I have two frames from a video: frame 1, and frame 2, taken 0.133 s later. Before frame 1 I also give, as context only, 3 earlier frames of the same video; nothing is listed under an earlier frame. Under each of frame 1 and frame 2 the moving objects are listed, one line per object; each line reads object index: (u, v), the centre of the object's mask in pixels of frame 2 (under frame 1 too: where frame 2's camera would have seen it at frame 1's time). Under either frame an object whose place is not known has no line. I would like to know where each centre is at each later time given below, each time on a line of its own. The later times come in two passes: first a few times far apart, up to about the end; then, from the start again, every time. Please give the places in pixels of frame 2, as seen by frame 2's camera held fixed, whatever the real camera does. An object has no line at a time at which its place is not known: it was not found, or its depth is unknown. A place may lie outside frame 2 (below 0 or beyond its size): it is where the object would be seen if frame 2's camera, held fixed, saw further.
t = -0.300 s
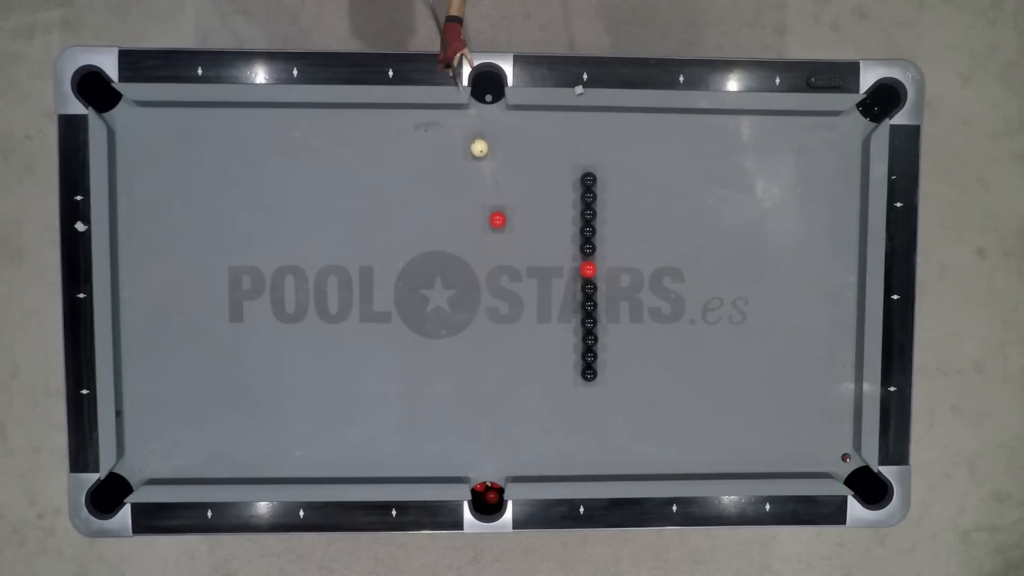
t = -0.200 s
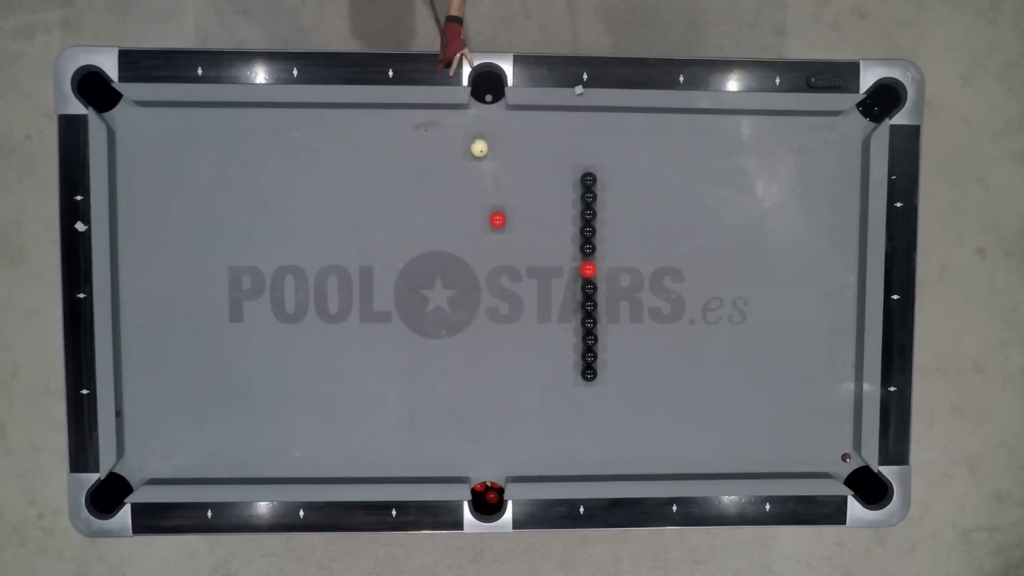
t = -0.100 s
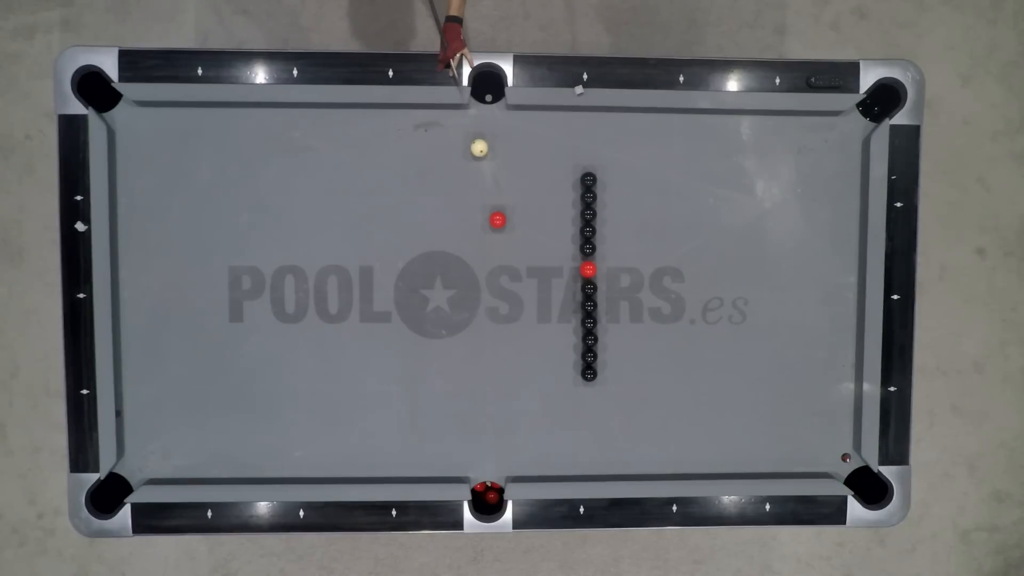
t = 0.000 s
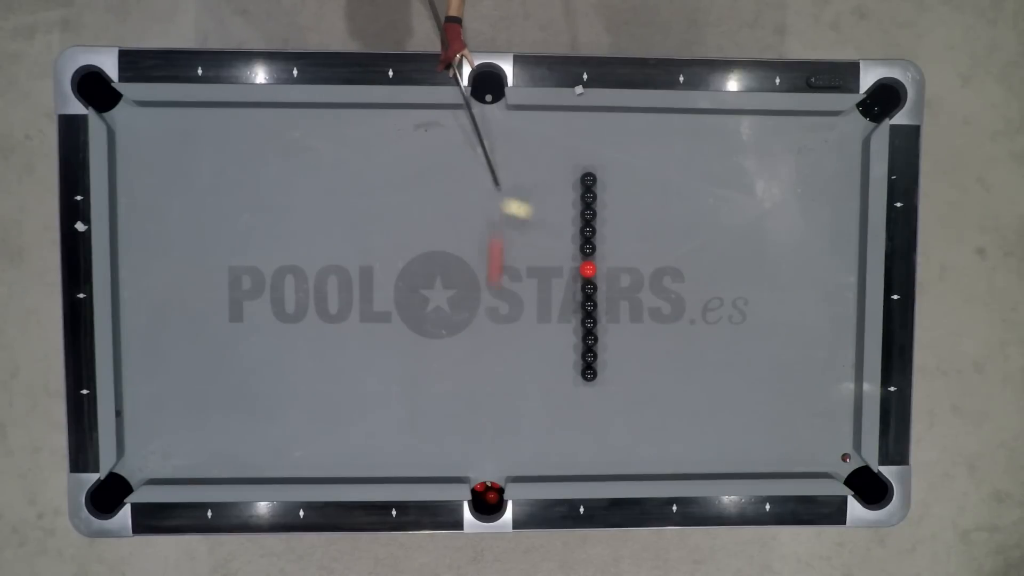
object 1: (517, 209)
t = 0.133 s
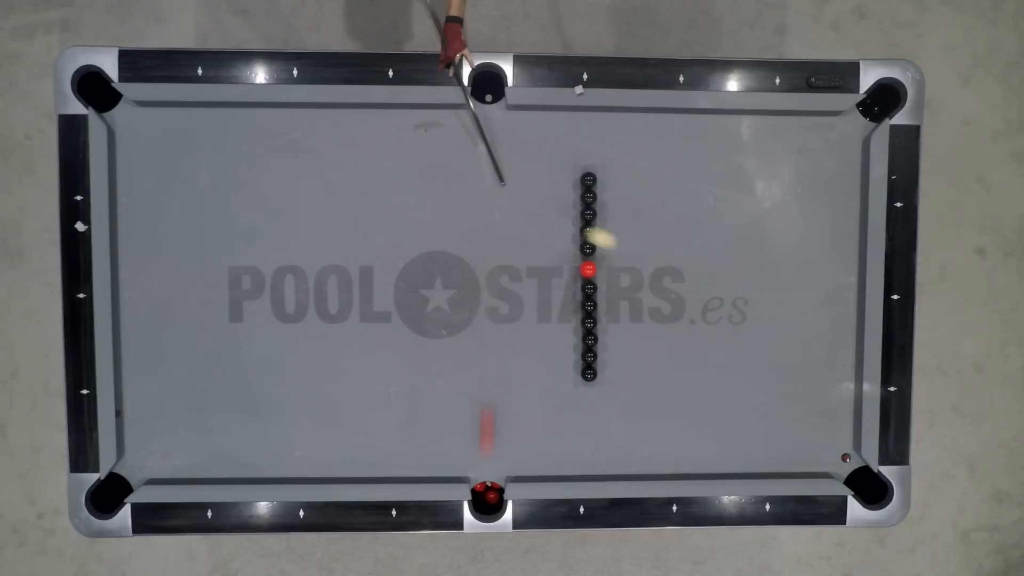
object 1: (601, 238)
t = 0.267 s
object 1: (675, 269)
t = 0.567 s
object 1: (833, 313)
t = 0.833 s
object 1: (783, 295)
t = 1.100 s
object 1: (705, 236)
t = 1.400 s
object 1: (622, 162)
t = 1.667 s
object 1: (549, 125)
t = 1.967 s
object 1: (477, 164)
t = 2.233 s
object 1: (413, 199)
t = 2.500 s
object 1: (353, 233)
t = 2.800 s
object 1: (288, 270)
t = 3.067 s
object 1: (232, 302)
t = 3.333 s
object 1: (179, 333)
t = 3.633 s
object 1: (124, 368)
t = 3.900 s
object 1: (157, 396)
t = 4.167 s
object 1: (187, 424)
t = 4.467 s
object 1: (220, 453)
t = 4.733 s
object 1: (247, 474)
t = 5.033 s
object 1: (269, 456)
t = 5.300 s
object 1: (288, 442)
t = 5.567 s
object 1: (305, 429)
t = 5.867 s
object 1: (323, 414)
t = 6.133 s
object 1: (338, 403)
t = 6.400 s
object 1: (352, 392)
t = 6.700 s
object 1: (365, 381)
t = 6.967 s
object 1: (376, 371)
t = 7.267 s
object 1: (387, 363)
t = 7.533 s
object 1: (395, 355)
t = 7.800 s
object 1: (402, 349)
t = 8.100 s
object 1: (409, 344)
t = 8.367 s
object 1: (413, 340)
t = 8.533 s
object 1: (415, 338)
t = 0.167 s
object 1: (621, 246)
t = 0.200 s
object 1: (639, 254)
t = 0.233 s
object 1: (657, 262)
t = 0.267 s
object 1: (675, 269)
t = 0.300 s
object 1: (695, 275)
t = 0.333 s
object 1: (714, 280)
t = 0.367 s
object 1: (732, 286)
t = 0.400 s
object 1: (749, 292)
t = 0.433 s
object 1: (764, 296)
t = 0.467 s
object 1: (783, 301)
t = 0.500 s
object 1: (801, 306)
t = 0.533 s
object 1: (816, 309)
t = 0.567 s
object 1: (833, 313)
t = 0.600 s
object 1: (849, 316)
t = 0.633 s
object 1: (852, 316)
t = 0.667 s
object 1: (841, 314)
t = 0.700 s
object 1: (828, 311)
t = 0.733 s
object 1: (816, 308)
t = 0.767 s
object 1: (805, 304)
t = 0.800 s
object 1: (794, 300)
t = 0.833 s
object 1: (783, 295)
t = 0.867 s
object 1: (773, 290)
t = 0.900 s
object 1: (762, 284)
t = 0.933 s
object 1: (752, 277)
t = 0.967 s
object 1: (742, 269)
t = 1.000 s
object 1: (733, 261)
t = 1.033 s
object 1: (723, 252)
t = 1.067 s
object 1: (714, 244)
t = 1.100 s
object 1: (705, 236)
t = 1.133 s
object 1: (696, 228)
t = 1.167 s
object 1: (687, 220)
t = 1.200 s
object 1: (677, 212)
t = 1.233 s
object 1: (668, 203)
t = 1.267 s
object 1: (659, 195)
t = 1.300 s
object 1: (649, 187)
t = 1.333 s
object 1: (640, 178)
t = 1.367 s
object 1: (631, 170)
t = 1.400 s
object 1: (622, 162)
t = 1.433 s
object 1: (612, 153)
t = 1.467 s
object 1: (603, 145)
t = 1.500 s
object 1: (594, 137)
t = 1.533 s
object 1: (584, 129)
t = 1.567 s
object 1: (575, 121)
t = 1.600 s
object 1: (566, 116)
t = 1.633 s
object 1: (558, 120)
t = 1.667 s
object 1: (549, 125)
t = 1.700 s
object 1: (541, 129)
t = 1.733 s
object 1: (533, 134)
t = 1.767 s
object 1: (525, 138)
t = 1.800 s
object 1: (517, 142)
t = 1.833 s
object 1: (508, 147)
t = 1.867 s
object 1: (500, 151)
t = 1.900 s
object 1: (492, 156)
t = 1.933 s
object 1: (485, 160)
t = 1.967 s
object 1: (477, 164)
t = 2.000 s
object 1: (469, 169)
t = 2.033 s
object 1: (460, 173)
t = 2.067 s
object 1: (452, 177)
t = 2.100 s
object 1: (445, 182)
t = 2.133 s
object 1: (437, 186)
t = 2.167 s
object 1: (429, 190)
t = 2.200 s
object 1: (421, 195)
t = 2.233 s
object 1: (413, 199)
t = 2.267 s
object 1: (406, 203)
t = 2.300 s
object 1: (398, 208)
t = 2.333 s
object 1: (390, 212)
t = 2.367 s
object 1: (383, 216)
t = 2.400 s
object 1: (376, 220)
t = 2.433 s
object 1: (368, 225)
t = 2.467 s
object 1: (361, 229)
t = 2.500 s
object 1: (353, 233)
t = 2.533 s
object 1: (346, 237)
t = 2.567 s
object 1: (338, 242)
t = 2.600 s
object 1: (332, 246)
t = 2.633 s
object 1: (323, 250)
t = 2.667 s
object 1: (316, 254)
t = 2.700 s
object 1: (309, 258)
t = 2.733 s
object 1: (302, 262)
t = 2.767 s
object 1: (295, 266)
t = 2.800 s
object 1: (288, 270)
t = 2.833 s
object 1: (281, 274)
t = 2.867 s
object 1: (274, 278)
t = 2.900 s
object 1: (267, 282)
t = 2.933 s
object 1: (260, 286)
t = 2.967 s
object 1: (253, 290)
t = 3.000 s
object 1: (246, 294)
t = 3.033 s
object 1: (239, 299)
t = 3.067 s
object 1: (232, 302)
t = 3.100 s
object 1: (226, 306)
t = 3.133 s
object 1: (219, 310)
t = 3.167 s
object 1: (212, 314)
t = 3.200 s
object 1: (206, 318)
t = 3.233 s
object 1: (199, 322)
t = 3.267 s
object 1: (193, 326)
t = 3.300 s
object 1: (186, 329)
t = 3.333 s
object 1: (179, 333)
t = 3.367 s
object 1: (173, 337)
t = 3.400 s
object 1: (166, 341)
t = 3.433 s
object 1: (160, 344)
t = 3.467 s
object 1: (153, 348)
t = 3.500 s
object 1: (148, 352)
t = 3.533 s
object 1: (141, 356)
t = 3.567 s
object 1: (135, 359)
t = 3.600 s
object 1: (128, 363)
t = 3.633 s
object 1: (124, 368)
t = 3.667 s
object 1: (127, 371)
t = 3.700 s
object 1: (132, 374)
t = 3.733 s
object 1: (137, 378)
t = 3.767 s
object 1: (141, 382)
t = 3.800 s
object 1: (144, 386)
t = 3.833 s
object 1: (149, 389)
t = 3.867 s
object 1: (152, 393)
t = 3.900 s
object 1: (157, 396)
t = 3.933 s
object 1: (161, 400)
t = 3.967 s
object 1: (165, 404)
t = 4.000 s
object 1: (168, 407)
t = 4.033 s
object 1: (172, 411)
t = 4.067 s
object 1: (176, 414)
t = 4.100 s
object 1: (180, 417)
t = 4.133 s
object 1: (183, 421)
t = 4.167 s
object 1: (187, 424)
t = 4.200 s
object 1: (191, 428)
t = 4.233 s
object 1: (195, 431)
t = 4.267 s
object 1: (198, 434)
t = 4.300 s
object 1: (202, 438)
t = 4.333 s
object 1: (206, 441)
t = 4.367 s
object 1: (209, 444)
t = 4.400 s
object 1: (213, 448)
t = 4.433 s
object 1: (217, 451)
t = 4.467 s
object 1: (220, 453)
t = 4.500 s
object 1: (224, 457)
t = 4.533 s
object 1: (227, 460)
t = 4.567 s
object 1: (231, 463)
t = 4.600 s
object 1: (234, 467)
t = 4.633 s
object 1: (238, 470)
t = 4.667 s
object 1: (241, 473)
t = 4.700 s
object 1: (244, 475)
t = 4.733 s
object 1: (247, 474)
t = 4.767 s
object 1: (250, 471)
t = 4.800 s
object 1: (252, 470)
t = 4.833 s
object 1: (255, 468)
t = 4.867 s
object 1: (257, 466)
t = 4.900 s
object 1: (260, 464)
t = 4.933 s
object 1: (262, 462)
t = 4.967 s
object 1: (264, 460)
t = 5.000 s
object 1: (267, 458)
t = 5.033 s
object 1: (269, 456)
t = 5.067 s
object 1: (272, 454)
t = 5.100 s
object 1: (274, 452)
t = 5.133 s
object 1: (276, 451)
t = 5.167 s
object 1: (279, 449)
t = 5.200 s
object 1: (281, 447)
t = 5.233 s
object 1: (283, 445)
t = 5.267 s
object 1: (286, 443)
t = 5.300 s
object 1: (288, 442)
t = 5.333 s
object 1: (290, 440)
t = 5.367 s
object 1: (293, 439)
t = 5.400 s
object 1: (295, 437)
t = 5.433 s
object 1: (297, 435)
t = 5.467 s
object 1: (299, 434)
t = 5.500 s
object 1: (301, 432)
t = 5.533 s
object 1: (303, 430)
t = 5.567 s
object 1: (305, 429)
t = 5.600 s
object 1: (307, 427)
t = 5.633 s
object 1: (310, 425)
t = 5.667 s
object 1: (312, 424)
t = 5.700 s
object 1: (314, 422)
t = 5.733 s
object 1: (316, 420)
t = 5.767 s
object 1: (318, 419)
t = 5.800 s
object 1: (319, 417)
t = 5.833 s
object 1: (322, 416)
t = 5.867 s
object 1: (323, 414)
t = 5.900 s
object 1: (325, 413)
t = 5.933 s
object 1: (327, 412)
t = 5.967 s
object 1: (329, 410)
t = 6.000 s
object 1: (331, 409)
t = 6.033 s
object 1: (333, 407)
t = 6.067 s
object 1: (335, 406)
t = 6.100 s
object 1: (336, 404)
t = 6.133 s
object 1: (338, 403)
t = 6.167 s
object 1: (340, 401)
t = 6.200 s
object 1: (342, 400)
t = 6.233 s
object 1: (343, 399)
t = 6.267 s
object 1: (345, 397)
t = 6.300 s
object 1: (347, 396)
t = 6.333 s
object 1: (349, 394)
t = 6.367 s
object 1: (350, 393)
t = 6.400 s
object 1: (352, 392)
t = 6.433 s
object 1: (353, 390)
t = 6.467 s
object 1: (355, 389)
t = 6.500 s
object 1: (356, 388)
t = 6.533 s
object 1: (358, 387)
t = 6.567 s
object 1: (359, 385)
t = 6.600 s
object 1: (361, 384)
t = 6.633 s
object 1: (362, 383)
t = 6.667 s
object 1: (364, 382)
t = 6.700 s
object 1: (365, 381)
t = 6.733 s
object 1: (366, 379)
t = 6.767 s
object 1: (368, 378)
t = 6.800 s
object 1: (369, 377)
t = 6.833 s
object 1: (370, 376)
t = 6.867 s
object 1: (372, 375)
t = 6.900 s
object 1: (373, 373)
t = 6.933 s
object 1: (374, 372)
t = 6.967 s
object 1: (376, 371)
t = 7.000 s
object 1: (377, 370)
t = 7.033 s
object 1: (378, 369)
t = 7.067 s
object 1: (380, 368)
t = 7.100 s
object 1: (381, 367)
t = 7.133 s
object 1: (382, 366)
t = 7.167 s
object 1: (383, 365)
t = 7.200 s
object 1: (384, 364)
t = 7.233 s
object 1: (386, 363)
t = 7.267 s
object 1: (387, 363)
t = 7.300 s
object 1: (388, 362)
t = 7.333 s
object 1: (389, 361)
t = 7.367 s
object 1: (390, 360)
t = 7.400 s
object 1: (391, 359)
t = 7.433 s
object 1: (392, 358)
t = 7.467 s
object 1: (393, 357)
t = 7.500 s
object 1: (394, 356)
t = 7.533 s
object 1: (395, 355)
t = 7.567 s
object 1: (396, 355)
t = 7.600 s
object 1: (397, 354)
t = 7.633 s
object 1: (398, 353)
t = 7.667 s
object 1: (399, 352)
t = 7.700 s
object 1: (400, 352)
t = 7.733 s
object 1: (400, 351)
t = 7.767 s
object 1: (401, 350)
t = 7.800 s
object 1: (402, 349)
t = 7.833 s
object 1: (403, 349)
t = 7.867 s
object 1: (404, 348)
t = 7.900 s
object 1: (405, 347)
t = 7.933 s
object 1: (405, 347)
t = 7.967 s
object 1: (406, 346)
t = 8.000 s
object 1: (407, 345)
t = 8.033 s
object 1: (407, 345)
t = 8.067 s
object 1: (408, 344)
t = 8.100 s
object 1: (409, 344)
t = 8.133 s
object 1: (409, 343)
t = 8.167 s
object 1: (410, 342)
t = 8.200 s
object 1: (410, 342)
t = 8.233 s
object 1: (411, 342)
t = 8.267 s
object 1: (412, 341)
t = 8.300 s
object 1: (412, 340)
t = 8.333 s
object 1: (413, 340)
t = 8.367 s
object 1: (413, 340)
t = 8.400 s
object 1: (414, 339)
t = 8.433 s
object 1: (414, 339)
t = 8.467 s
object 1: (415, 338)
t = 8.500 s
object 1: (415, 338)
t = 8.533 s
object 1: (415, 338)
